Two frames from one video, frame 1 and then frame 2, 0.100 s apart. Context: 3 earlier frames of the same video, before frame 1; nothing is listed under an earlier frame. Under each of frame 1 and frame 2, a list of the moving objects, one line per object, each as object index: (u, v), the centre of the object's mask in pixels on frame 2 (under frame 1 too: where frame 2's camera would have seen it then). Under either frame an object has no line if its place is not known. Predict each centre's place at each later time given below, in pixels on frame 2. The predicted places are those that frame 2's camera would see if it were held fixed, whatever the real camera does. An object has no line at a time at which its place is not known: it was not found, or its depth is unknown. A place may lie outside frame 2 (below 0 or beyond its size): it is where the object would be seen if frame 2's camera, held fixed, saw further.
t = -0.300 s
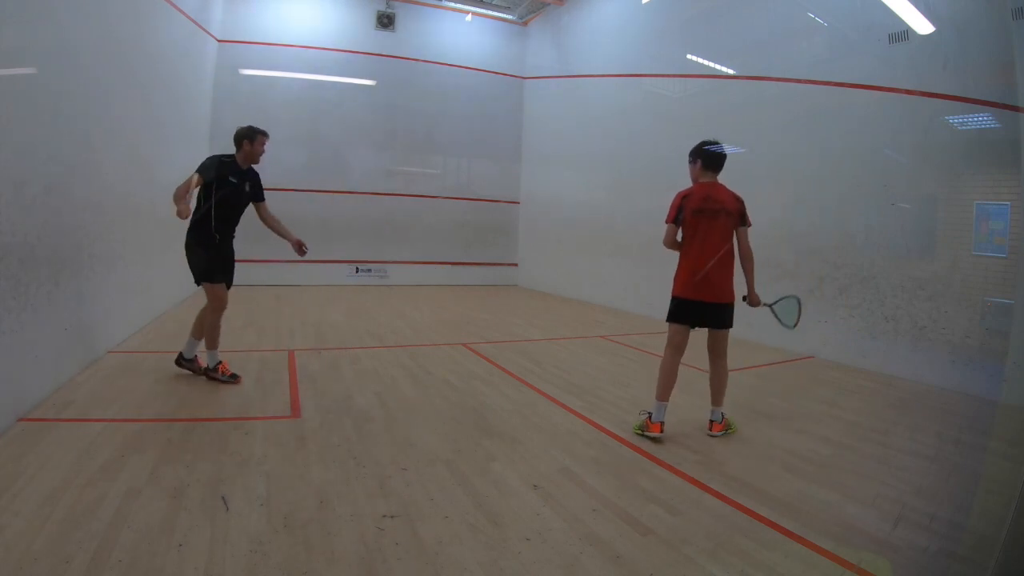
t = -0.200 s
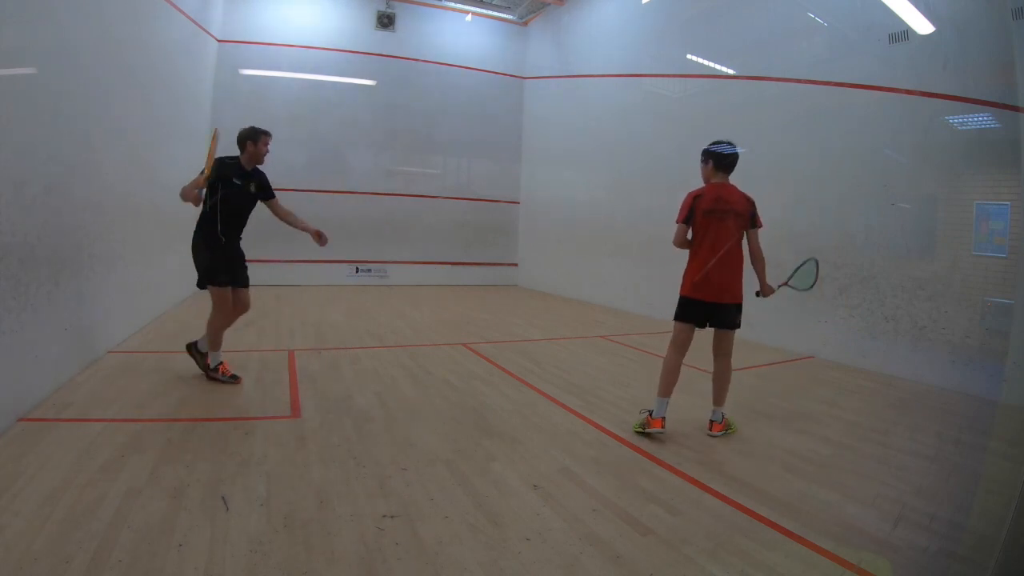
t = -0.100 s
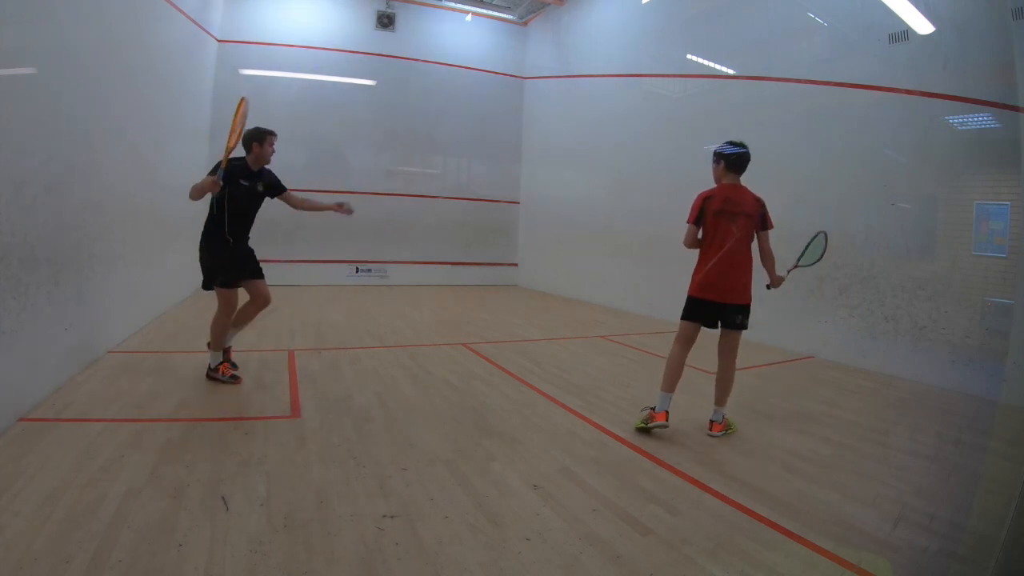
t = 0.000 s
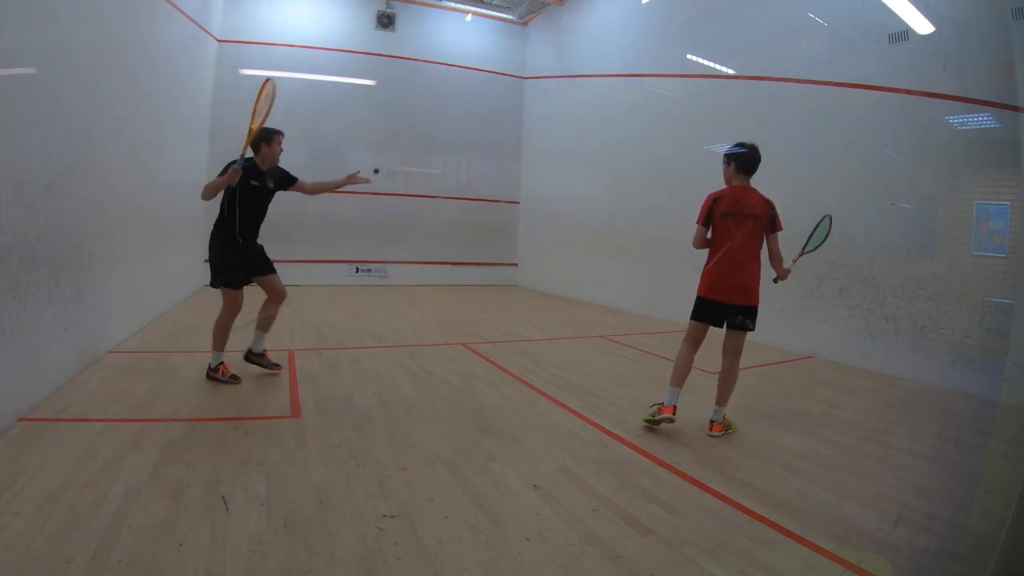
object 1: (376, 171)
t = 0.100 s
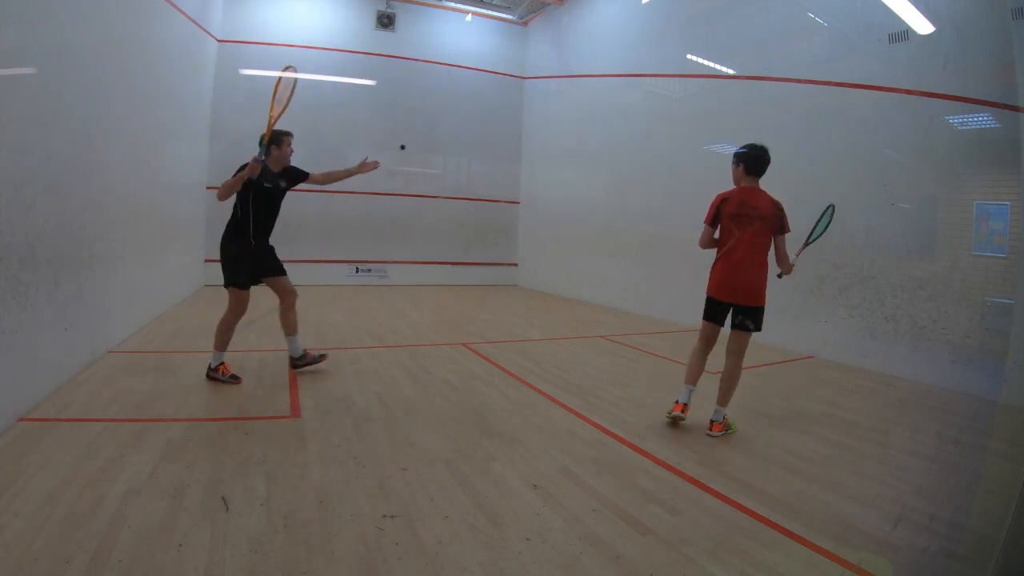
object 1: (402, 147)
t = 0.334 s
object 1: (460, 146)
